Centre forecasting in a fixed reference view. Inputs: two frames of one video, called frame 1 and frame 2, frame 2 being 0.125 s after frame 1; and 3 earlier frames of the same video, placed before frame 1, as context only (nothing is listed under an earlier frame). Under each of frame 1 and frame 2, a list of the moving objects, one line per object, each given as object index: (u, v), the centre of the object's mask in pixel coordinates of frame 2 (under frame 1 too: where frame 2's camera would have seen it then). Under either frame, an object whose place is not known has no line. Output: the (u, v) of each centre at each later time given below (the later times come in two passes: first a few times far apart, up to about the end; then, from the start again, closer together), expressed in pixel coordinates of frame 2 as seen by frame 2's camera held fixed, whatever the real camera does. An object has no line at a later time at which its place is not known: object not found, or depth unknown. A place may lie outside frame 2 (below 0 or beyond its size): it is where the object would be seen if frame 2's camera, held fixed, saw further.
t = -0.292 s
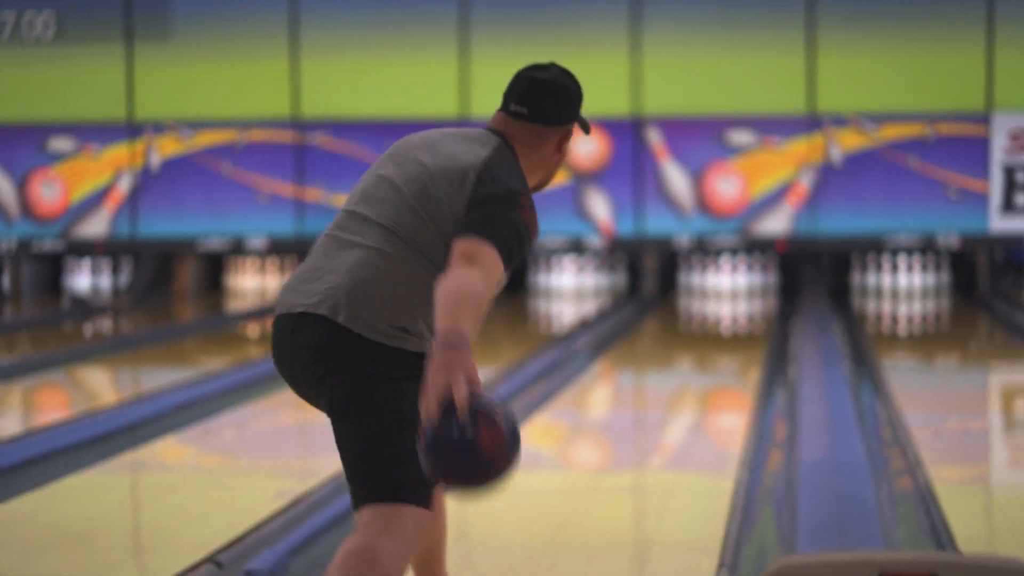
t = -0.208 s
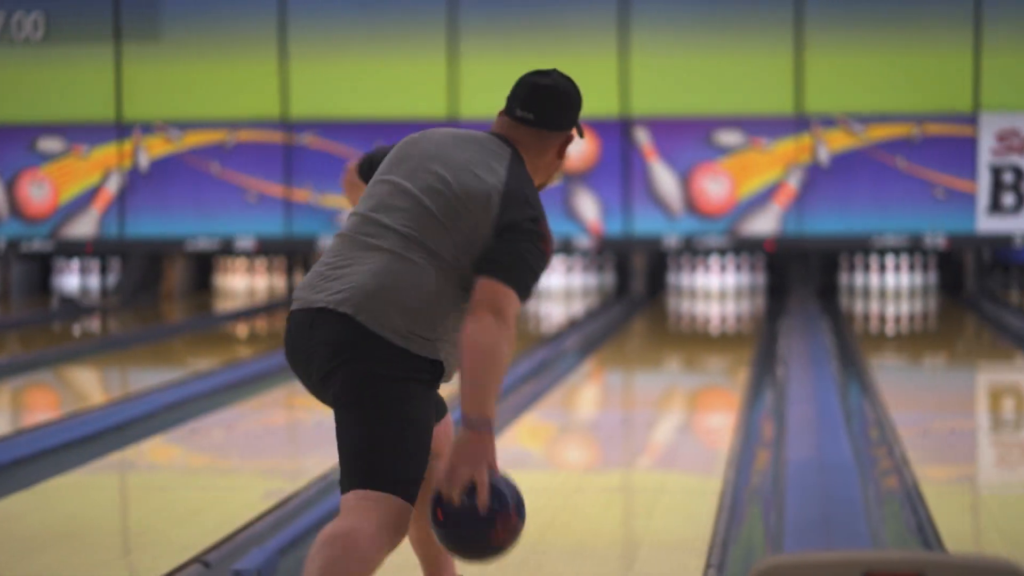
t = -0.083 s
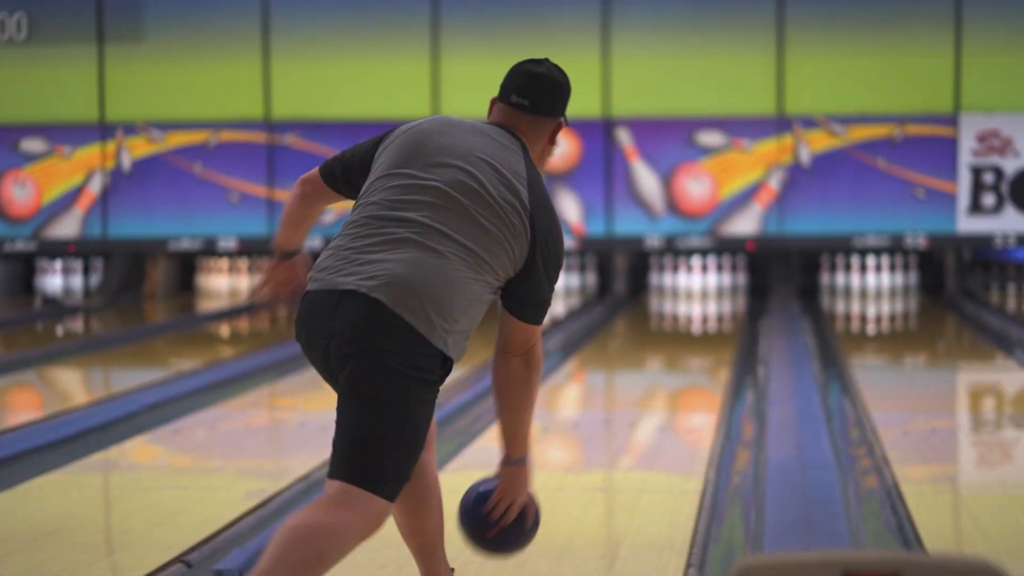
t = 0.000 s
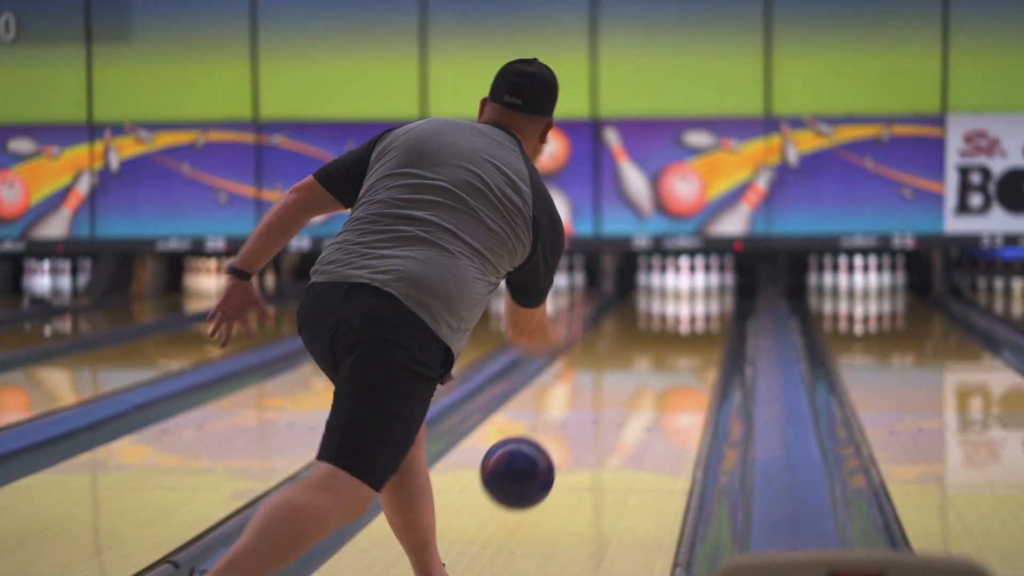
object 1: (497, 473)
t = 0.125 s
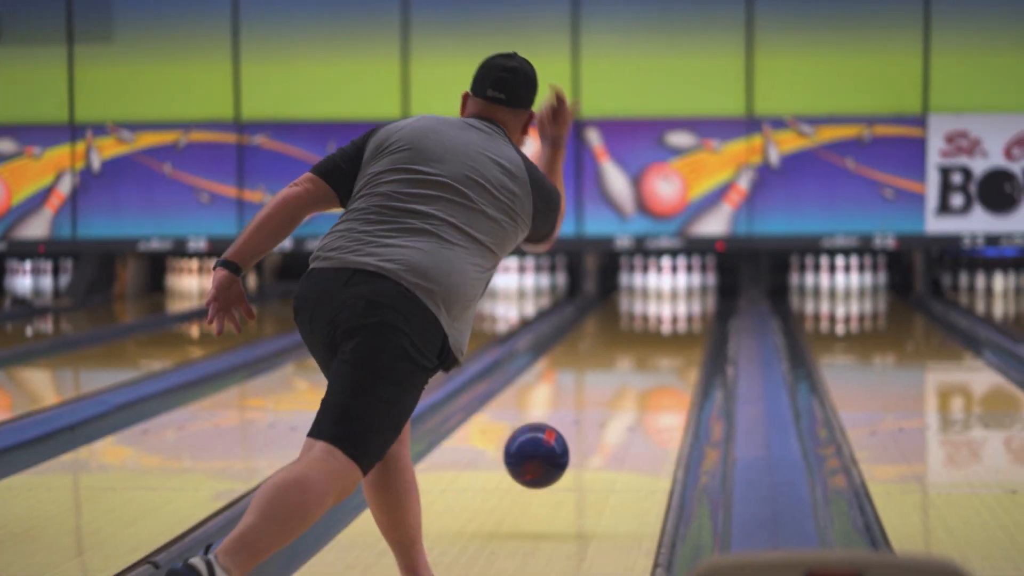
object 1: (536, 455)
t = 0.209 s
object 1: (557, 470)
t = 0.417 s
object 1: (597, 432)
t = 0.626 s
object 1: (625, 398)
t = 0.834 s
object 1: (646, 374)
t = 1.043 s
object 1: (661, 353)
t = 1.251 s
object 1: (672, 337)
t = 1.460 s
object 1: (681, 326)
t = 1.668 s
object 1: (686, 315)
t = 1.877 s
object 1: (688, 307)
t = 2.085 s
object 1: (686, 299)
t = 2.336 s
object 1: (685, 292)
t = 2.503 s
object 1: (682, 287)
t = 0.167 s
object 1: (547, 460)
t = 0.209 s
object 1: (557, 470)
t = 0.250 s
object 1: (566, 467)
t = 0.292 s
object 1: (575, 457)
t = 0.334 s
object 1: (582, 449)
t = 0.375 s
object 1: (590, 440)
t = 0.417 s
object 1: (597, 432)
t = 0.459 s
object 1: (603, 425)
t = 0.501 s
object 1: (609, 418)
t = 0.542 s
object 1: (615, 411)
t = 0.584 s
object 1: (620, 404)
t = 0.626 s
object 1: (625, 398)
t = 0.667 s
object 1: (630, 393)
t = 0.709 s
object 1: (634, 387)
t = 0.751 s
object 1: (639, 383)
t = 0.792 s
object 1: (642, 378)
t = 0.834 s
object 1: (646, 374)
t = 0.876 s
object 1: (649, 369)
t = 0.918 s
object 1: (653, 365)
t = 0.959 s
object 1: (655, 361)
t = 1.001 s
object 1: (659, 357)
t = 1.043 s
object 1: (661, 353)
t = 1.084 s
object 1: (664, 351)
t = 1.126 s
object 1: (666, 347)
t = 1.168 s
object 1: (668, 344)
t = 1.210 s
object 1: (670, 341)
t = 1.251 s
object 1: (672, 337)
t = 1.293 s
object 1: (674, 335)
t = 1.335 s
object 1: (676, 333)
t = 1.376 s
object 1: (678, 330)
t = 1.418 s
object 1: (679, 328)
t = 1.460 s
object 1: (681, 326)
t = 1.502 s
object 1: (683, 324)
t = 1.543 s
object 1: (684, 322)
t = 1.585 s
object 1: (685, 319)
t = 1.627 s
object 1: (685, 318)
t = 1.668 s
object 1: (686, 315)
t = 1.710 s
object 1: (686, 313)
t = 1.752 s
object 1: (687, 312)
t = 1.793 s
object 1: (688, 310)
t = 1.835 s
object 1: (688, 309)
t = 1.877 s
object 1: (688, 307)
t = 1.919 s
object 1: (688, 305)
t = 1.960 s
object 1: (687, 304)
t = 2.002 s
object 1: (687, 302)
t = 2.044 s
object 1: (686, 301)
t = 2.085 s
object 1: (686, 299)
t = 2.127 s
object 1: (685, 298)
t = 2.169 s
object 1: (685, 297)
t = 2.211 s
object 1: (685, 296)
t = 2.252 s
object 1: (684, 295)
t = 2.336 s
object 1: (685, 292)
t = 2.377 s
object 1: (683, 291)
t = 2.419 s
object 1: (683, 290)
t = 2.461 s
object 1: (683, 288)
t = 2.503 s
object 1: (682, 287)
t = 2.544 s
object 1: (682, 286)
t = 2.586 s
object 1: (682, 284)
